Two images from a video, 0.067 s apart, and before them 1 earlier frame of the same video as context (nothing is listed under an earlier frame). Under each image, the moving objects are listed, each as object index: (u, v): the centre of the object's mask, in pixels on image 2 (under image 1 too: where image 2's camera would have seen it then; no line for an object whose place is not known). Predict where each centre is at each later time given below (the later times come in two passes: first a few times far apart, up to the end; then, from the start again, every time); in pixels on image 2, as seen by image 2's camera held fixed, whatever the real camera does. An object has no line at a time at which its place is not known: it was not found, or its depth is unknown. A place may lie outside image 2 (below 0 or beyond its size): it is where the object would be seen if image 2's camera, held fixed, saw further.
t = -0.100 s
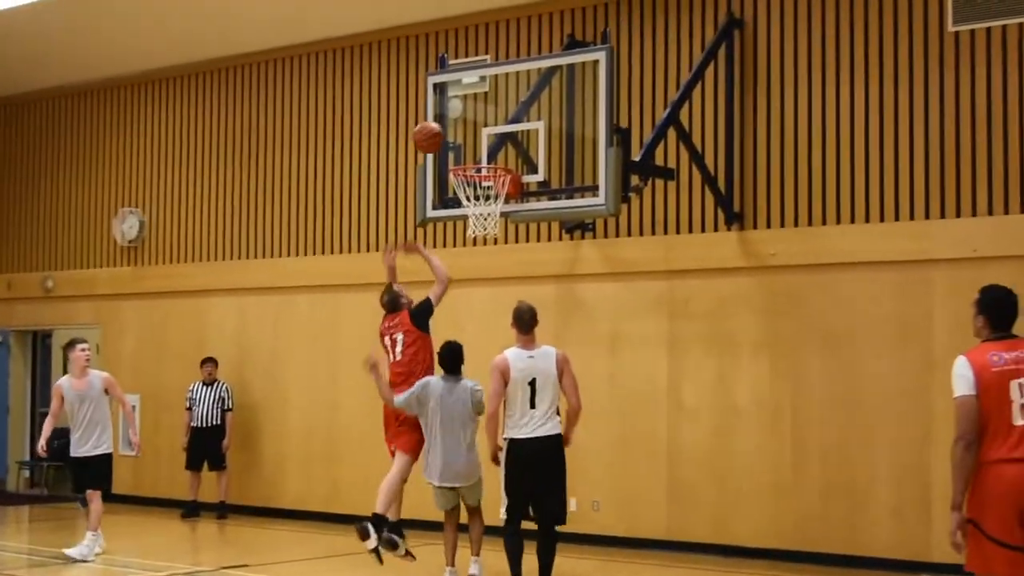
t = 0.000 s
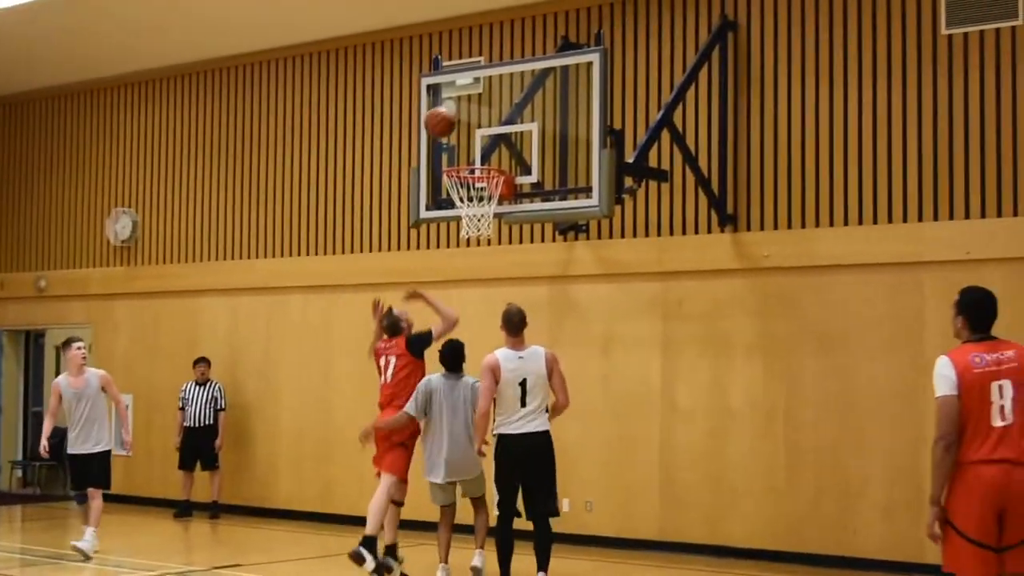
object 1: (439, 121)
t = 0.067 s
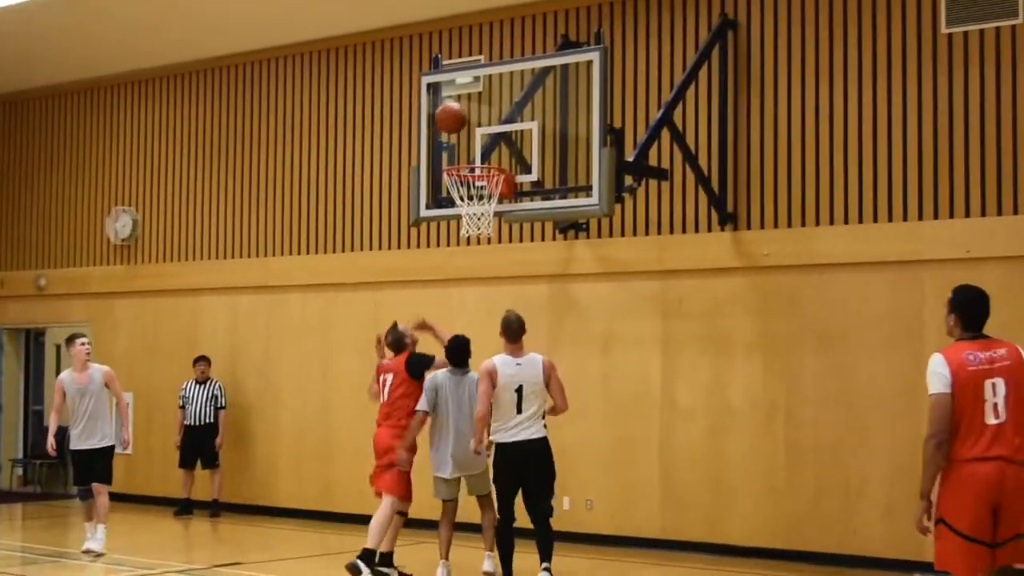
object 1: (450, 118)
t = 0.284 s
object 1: (487, 145)
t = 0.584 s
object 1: (500, 132)
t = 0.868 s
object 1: (498, 140)
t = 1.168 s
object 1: (487, 157)
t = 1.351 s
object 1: (454, 191)
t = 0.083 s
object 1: (453, 118)
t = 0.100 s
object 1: (456, 117)
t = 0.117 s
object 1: (459, 118)
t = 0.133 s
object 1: (462, 120)
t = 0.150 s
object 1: (464, 121)
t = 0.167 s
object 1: (467, 123)
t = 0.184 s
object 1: (470, 124)
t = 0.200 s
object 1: (472, 127)
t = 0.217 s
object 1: (475, 130)
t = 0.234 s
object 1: (479, 133)
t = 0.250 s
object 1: (480, 136)
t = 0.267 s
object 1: (483, 140)
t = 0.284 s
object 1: (487, 145)
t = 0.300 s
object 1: (489, 149)
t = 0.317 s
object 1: (492, 153)
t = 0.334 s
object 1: (495, 155)
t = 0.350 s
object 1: (495, 153)
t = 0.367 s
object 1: (496, 151)
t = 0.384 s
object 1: (496, 147)
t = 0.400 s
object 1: (497, 145)
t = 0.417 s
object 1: (499, 142)
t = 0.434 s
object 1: (500, 138)
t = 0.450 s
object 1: (500, 136)
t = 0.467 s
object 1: (500, 135)
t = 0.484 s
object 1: (500, 133)
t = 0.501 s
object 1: (500, 132)
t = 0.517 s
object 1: (500, 131)
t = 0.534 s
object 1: (500, 131)
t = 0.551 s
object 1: (500, 132)
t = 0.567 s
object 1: (500, 132)
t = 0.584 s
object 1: (500, 132)
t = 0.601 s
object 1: (500, 133)
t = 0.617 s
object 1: (500, 135)
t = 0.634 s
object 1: (500, 136)
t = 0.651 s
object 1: (501, 139)
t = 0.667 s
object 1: (501, 143)
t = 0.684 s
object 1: (501, 145)
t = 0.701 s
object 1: (501, 147)
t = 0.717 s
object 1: (500, 151)
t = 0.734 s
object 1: (501, 154)
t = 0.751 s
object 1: (501, 154)
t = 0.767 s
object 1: (500, 152)
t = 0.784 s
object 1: (500, 149)
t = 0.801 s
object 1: (500, 147)
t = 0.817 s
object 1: (500, 146)
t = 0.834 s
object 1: (499, 144)
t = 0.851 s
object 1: (498, 141)
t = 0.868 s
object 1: (498, 140)
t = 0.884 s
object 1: (498, 139)
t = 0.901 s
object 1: (498, 138)
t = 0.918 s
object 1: (498, 138)
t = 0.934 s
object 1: (497, 138)
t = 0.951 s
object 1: (497, 138)
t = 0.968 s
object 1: (497, 139)
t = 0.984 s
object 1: (496, 140)
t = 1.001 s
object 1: (496, 141)
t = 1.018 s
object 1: (495, 143)
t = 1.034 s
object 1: (495, 145)
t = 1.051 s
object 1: (494, 147)
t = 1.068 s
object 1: (494, 150)
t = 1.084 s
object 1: (494, 152)
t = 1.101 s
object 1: (494, 154)
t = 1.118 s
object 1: (494, 156)
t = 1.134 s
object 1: (491, 156)
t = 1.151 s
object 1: (488, 157)
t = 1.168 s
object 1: (487, 157)
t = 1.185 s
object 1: (482, 157)
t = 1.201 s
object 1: (480, 158)
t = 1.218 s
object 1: (477, 158)
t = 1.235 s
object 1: (475, 159)
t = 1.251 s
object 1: (472, 160)
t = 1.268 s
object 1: (467, 162)
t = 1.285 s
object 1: (465, 163)
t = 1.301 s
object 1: (463, 180)
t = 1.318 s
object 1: (460, 184)
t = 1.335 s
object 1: (456, 187)
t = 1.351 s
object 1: (454, 191)
